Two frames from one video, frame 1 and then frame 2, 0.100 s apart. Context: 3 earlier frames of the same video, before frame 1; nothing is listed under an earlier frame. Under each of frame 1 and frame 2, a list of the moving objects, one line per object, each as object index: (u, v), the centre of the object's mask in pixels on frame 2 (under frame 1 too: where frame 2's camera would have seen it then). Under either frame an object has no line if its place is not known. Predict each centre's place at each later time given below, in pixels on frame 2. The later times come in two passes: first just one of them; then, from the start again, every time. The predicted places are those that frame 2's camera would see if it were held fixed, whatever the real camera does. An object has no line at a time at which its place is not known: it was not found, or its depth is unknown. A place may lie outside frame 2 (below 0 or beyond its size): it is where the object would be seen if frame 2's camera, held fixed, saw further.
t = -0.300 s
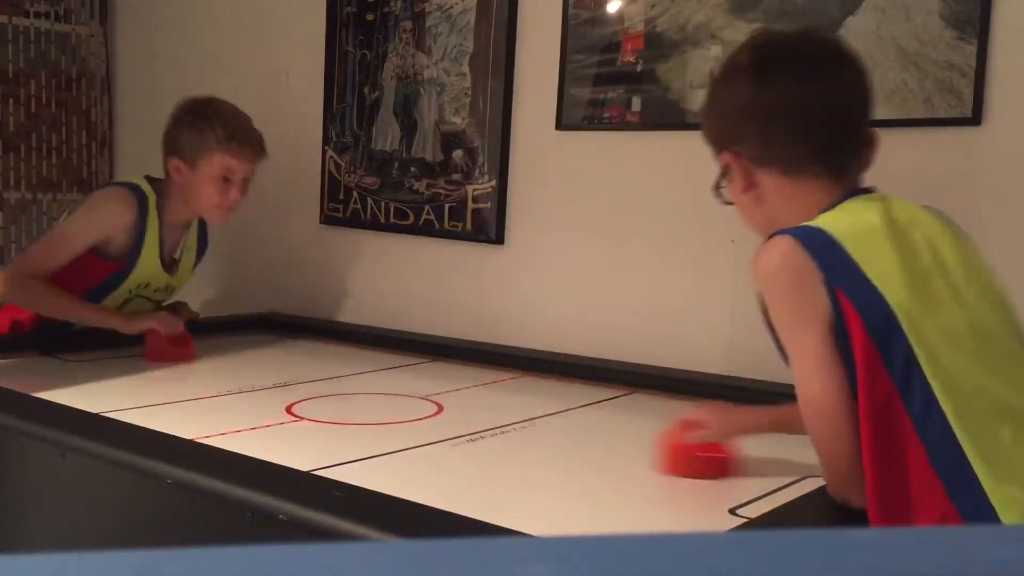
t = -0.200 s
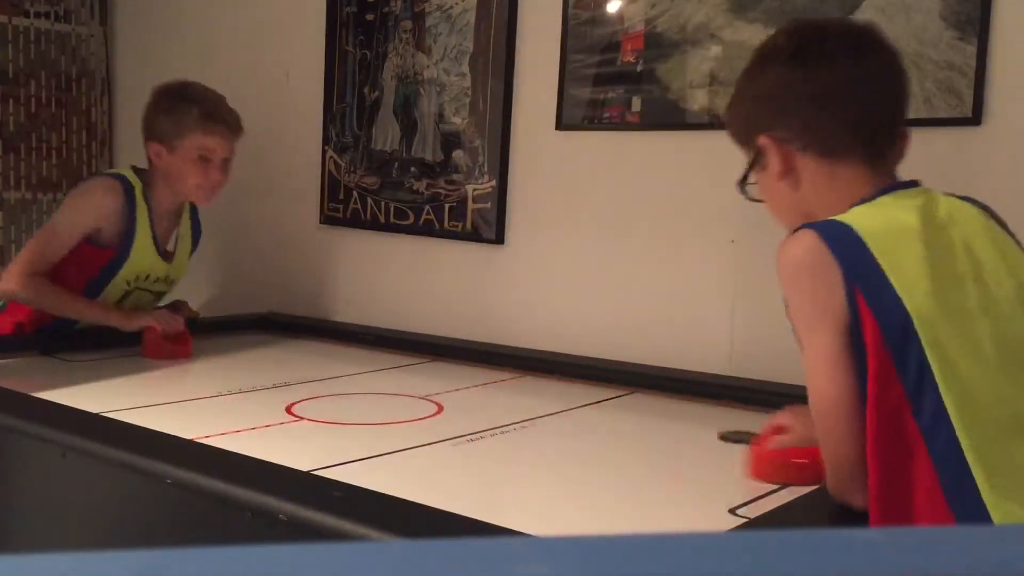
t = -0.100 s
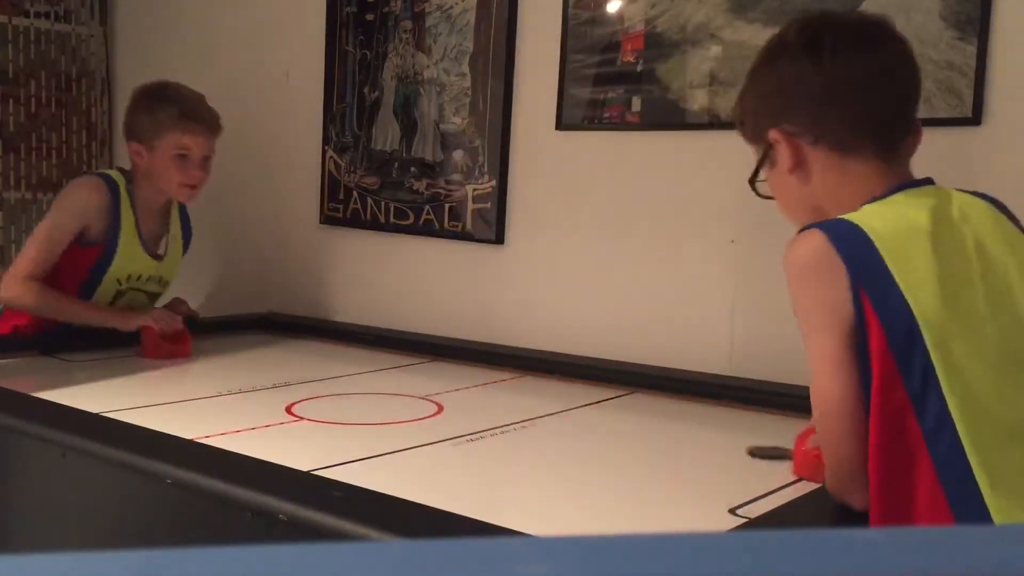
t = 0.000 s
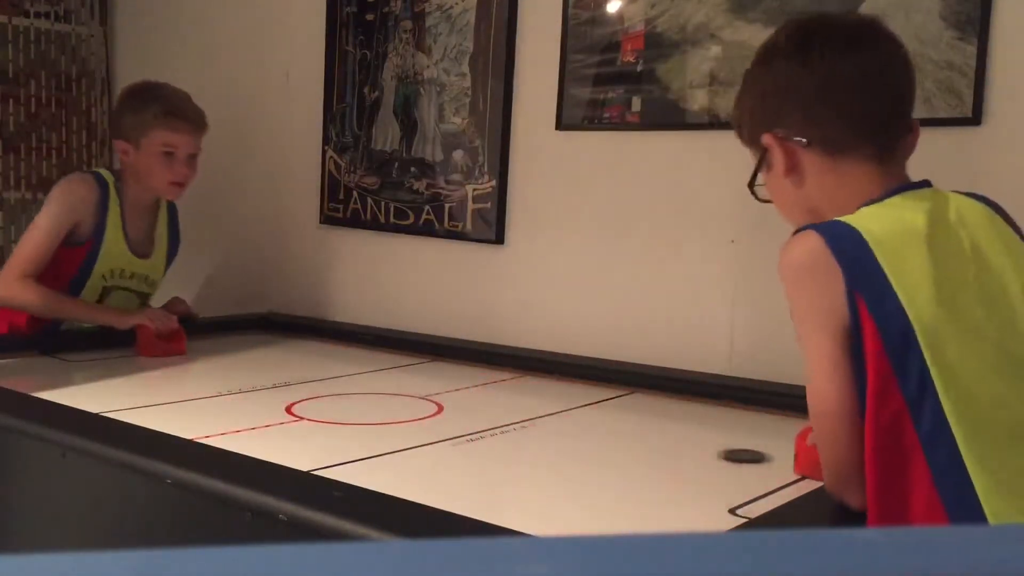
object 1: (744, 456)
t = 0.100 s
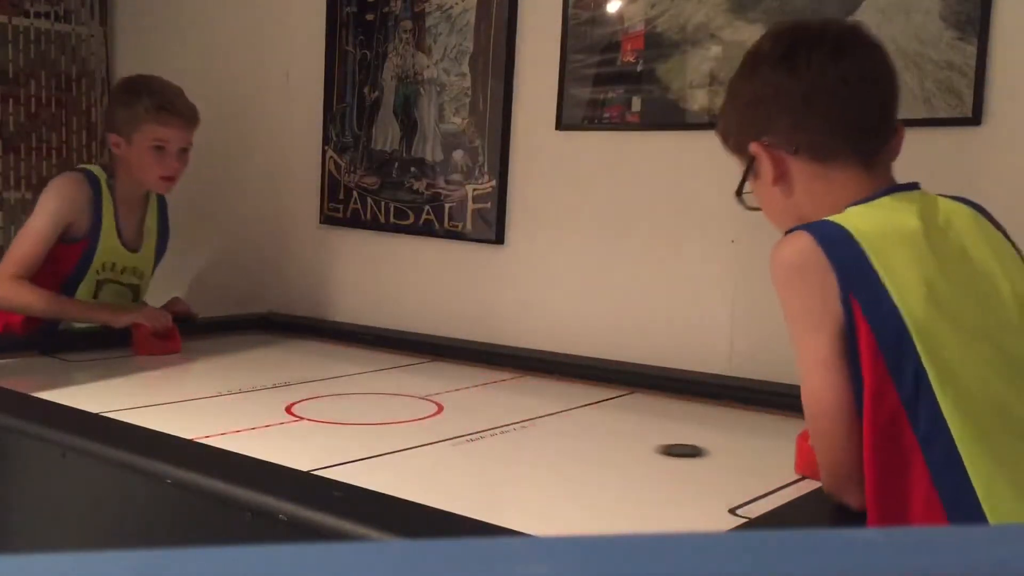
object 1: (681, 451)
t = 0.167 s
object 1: (642, 447)
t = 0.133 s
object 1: (663, 449)
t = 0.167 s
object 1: (642, 447)
